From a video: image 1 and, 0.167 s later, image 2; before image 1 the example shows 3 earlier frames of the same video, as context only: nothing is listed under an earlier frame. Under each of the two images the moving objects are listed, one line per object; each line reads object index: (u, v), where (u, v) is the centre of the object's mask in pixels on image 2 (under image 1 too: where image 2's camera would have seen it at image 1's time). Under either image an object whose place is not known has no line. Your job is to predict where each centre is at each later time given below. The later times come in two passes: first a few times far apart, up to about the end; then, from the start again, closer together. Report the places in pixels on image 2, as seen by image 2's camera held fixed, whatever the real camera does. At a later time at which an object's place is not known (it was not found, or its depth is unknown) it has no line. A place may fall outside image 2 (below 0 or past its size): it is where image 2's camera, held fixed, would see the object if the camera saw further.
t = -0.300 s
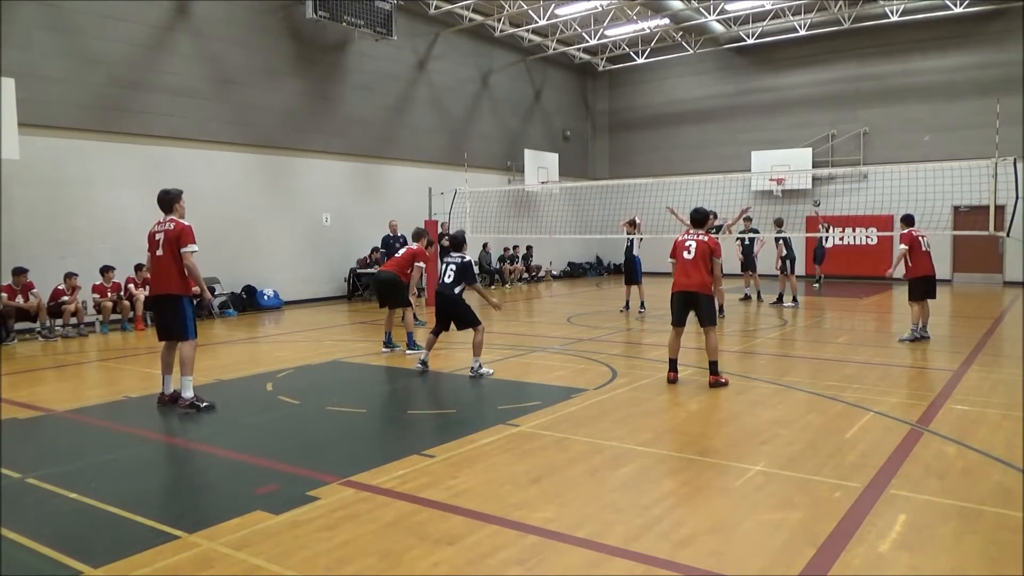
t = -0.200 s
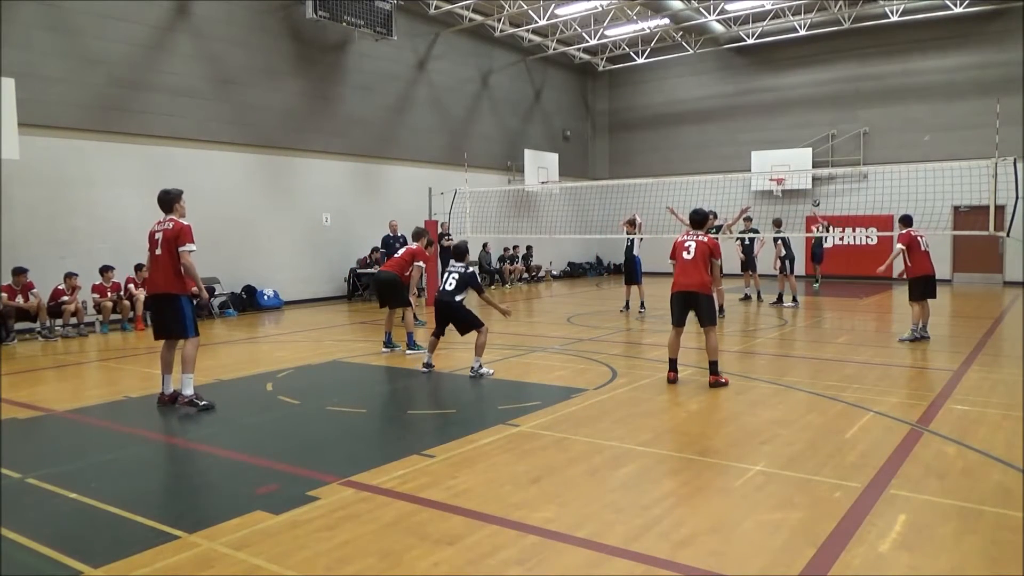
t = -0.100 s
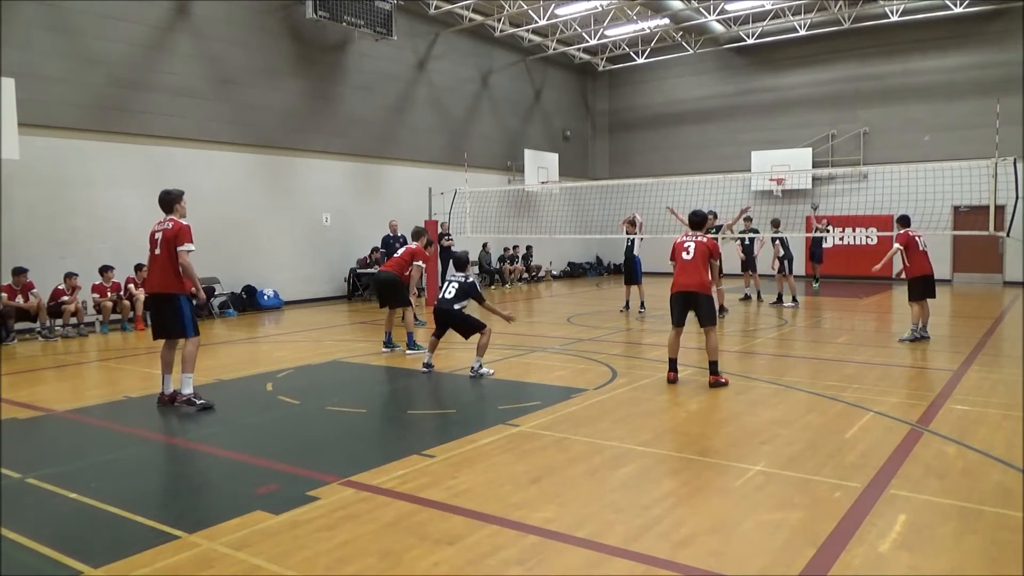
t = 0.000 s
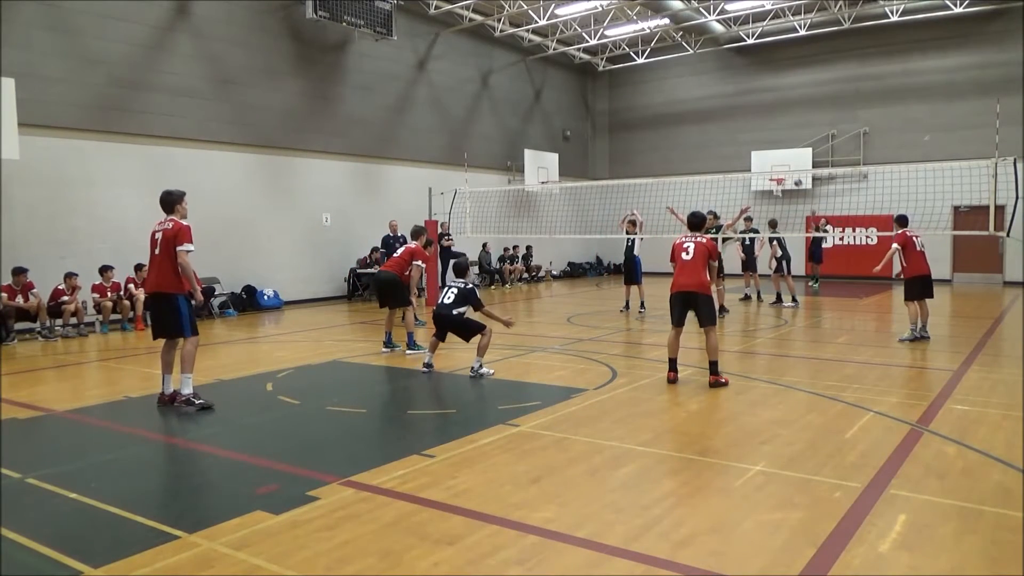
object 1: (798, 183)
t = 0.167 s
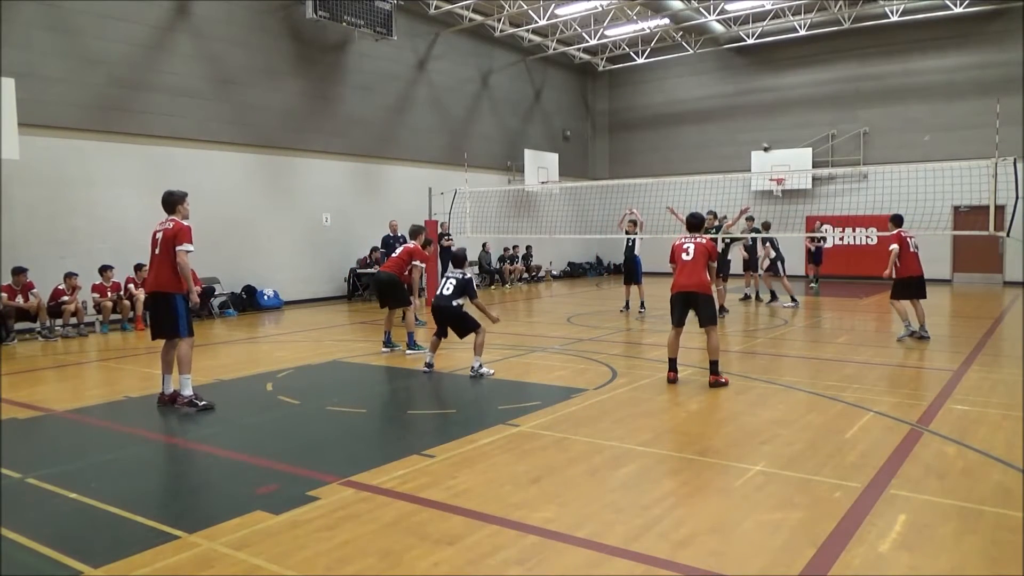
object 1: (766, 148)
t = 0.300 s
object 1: (737, 124)
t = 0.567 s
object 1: (661, 99)
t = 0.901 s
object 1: (534, 127)
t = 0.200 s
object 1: (759, 142)
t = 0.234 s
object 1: (752, 137)
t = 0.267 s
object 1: (745, 131)
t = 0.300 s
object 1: (737, 124)
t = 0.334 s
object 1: (729, 119)
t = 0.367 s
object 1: (720, 114)
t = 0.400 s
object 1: (711, 110)
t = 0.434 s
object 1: (702, 107)
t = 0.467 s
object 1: (692, 104)
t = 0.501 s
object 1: (681, 101)
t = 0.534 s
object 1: (671, 100)
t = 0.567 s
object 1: (661, 99)
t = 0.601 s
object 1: (649, 99)
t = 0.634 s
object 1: (637, 98)
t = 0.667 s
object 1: (626, 99)
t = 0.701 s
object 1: (614, 101)
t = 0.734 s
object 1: (602, 102)
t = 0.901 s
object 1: (534, 127)
